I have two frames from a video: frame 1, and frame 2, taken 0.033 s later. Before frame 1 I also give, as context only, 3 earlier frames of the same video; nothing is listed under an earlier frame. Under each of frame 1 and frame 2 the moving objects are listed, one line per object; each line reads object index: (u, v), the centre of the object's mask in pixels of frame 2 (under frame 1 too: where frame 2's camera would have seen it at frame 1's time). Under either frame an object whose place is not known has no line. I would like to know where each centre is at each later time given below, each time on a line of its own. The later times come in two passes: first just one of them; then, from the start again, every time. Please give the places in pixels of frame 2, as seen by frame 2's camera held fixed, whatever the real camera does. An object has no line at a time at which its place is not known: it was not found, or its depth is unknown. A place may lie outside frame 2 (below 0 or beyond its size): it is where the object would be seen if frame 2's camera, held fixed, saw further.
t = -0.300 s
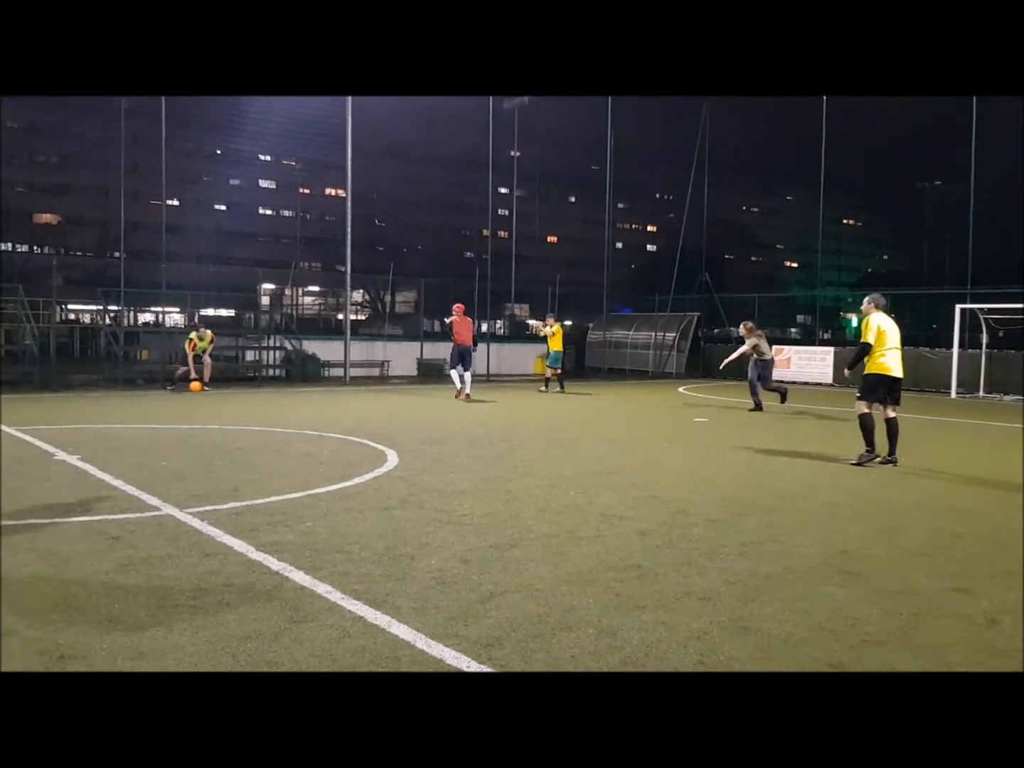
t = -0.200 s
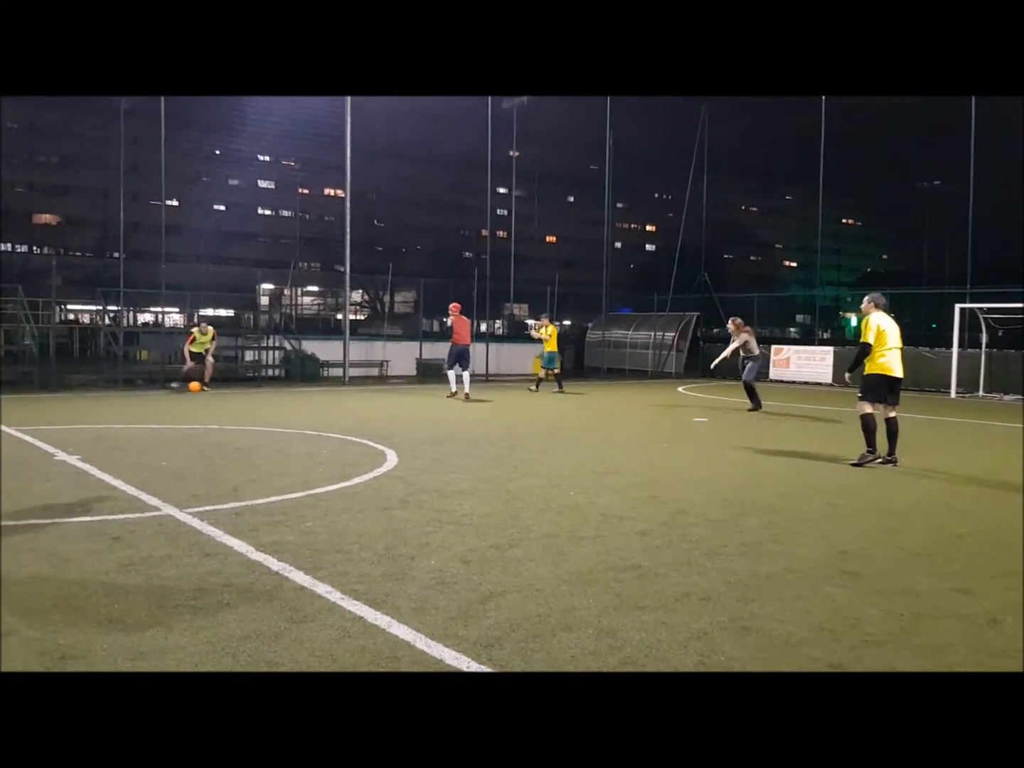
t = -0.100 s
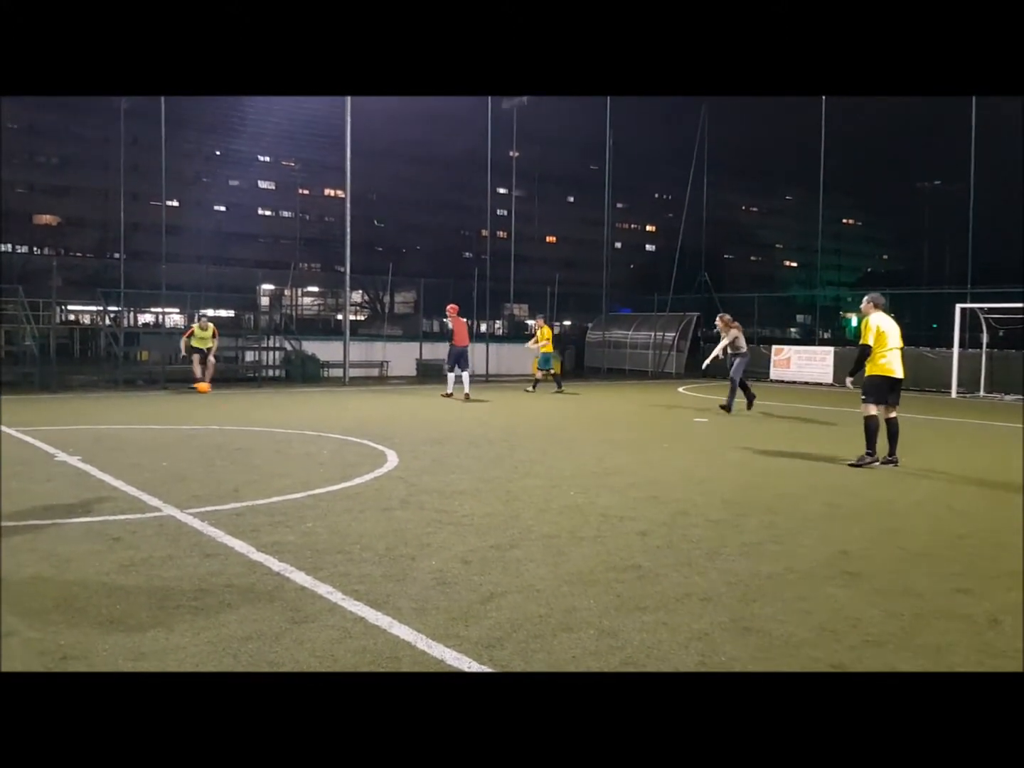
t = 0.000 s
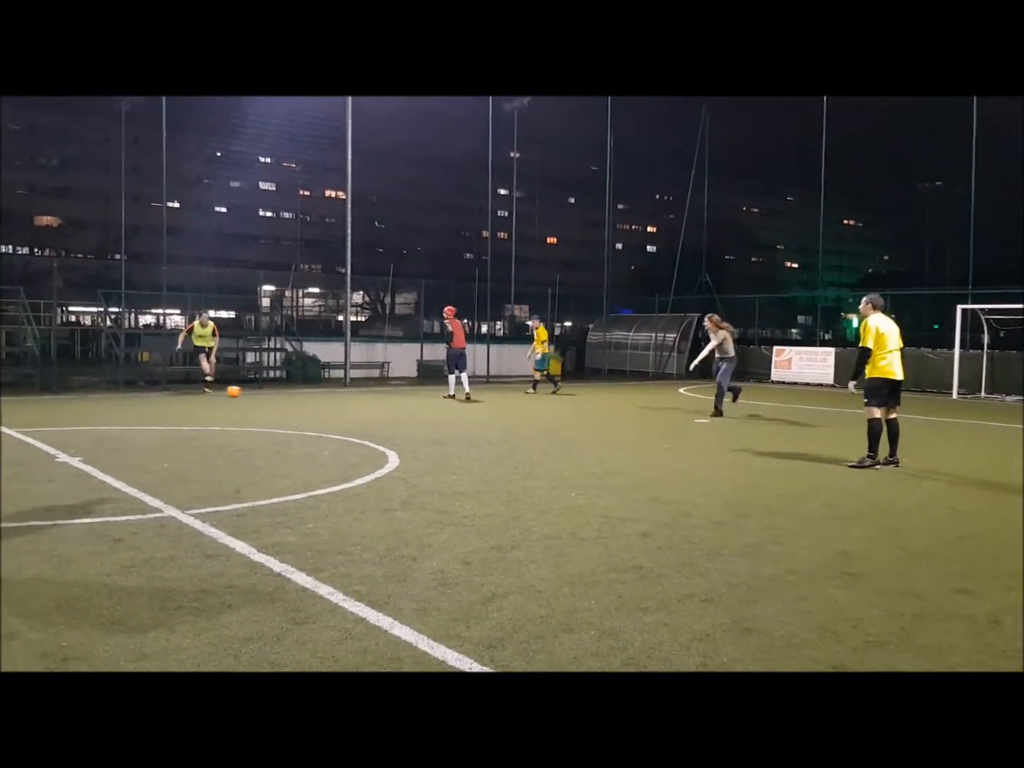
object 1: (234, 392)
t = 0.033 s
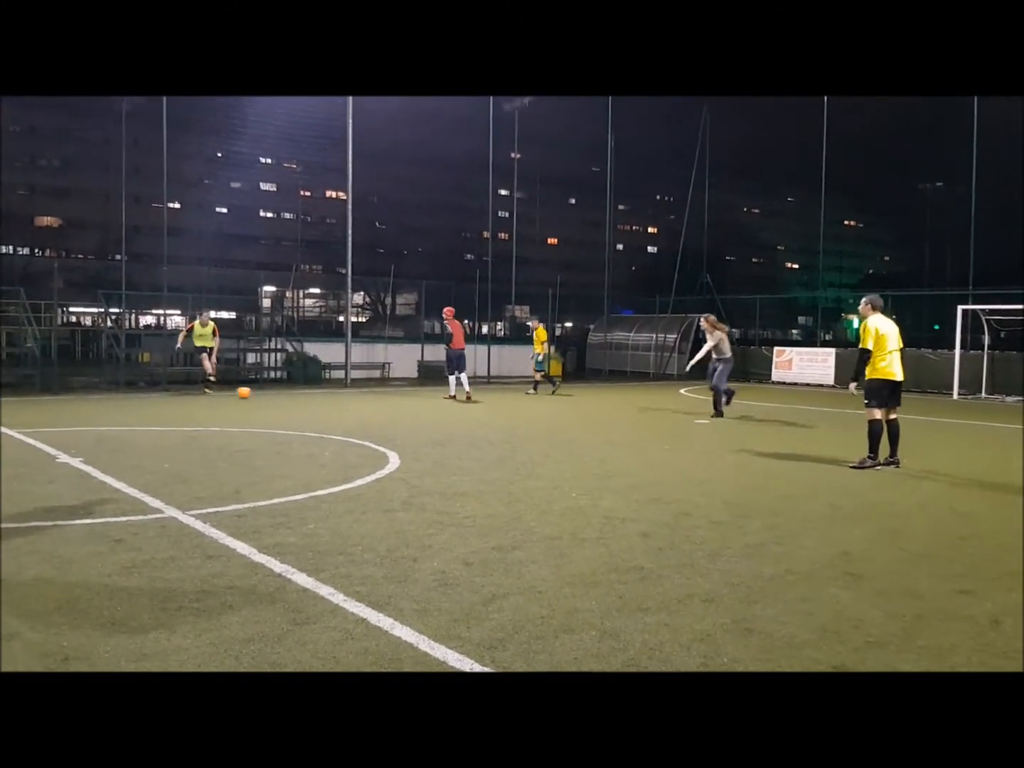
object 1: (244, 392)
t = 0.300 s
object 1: (329, 401)
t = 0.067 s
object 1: (254, 394)
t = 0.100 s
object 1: (264, 395)
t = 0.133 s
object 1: (274, 396)
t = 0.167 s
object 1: (285, 397)
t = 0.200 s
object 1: (296, 398)
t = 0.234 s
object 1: (306, 399)
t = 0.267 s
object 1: (317, 400)
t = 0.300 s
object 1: (329, 401)
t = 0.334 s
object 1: (339, 402)
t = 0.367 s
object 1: (351, 403)
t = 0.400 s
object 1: (362, 404)
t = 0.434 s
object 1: (374, 406)
